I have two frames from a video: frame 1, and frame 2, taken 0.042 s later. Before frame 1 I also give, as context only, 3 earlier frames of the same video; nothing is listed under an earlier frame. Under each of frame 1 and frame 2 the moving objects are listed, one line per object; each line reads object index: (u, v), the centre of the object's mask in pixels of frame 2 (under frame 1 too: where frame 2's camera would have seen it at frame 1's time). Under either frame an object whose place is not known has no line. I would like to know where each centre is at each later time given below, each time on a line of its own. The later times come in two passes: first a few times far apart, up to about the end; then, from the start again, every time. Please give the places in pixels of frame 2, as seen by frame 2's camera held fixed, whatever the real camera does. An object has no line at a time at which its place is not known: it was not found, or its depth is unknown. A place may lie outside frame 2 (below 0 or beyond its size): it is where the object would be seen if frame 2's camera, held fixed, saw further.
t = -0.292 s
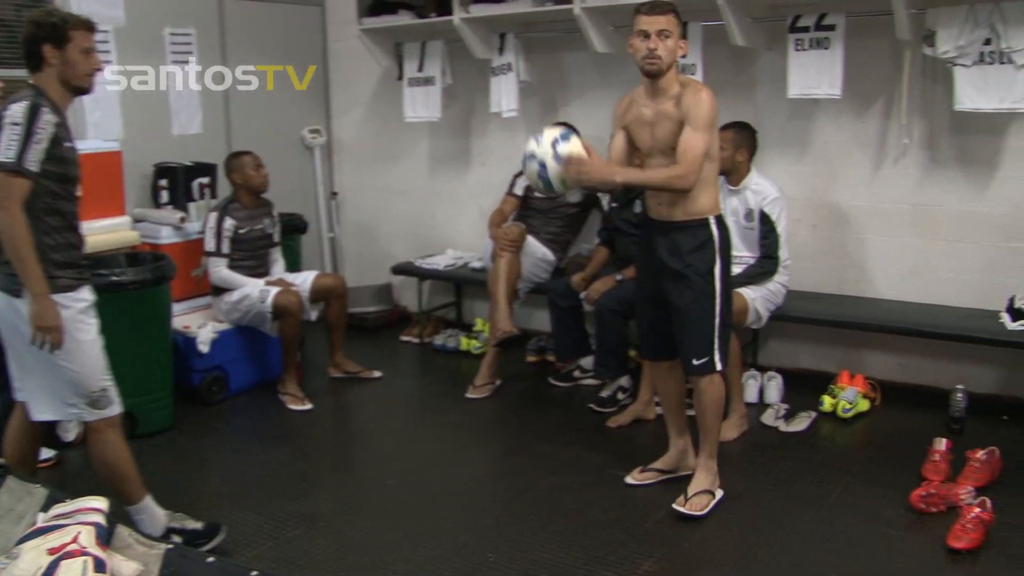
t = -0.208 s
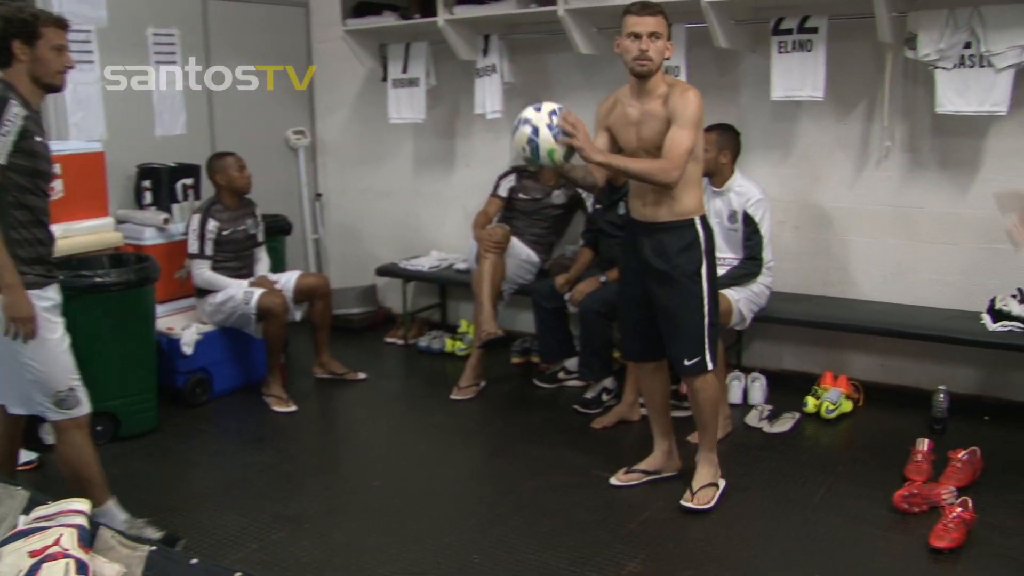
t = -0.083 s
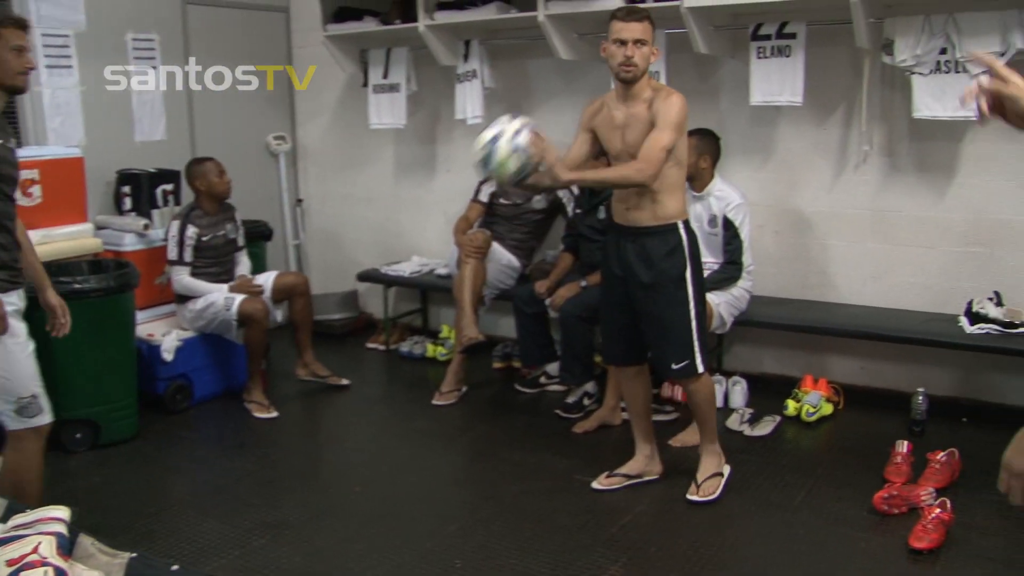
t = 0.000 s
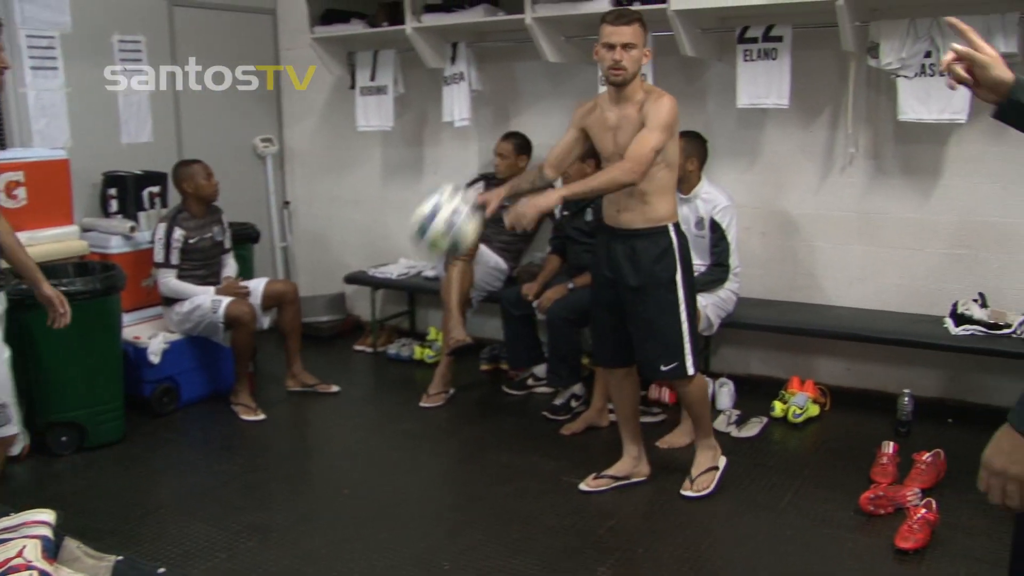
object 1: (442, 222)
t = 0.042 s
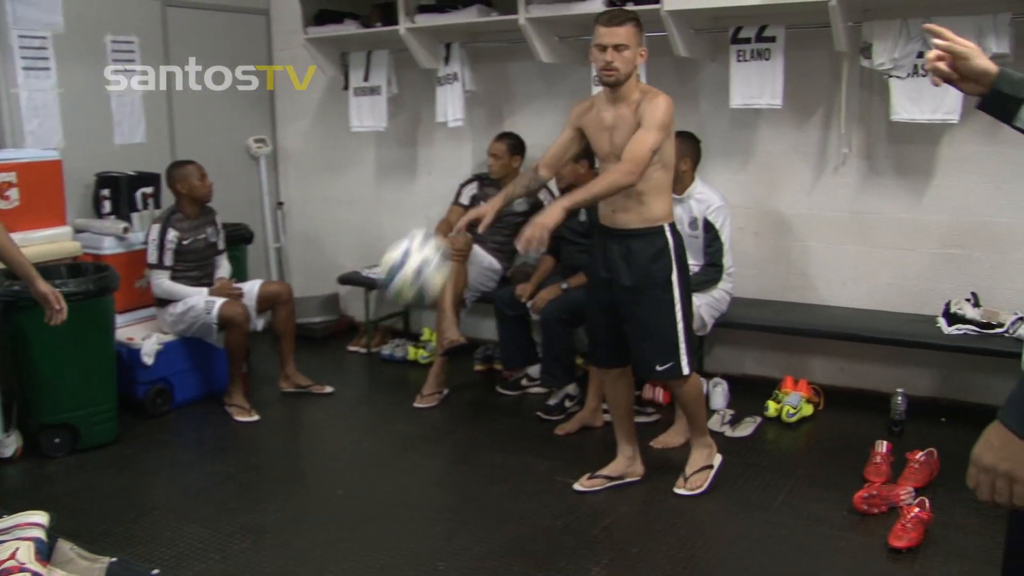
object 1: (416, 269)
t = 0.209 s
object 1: (320, 507)
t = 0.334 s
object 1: (261, 420)
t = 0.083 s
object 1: (391, 319)
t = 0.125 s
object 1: (367, 376)
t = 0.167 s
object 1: (343, 439)
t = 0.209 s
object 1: (320, 507)
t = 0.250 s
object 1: (301, 508)
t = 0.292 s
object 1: (281, 462)
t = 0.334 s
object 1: (261, 420)
